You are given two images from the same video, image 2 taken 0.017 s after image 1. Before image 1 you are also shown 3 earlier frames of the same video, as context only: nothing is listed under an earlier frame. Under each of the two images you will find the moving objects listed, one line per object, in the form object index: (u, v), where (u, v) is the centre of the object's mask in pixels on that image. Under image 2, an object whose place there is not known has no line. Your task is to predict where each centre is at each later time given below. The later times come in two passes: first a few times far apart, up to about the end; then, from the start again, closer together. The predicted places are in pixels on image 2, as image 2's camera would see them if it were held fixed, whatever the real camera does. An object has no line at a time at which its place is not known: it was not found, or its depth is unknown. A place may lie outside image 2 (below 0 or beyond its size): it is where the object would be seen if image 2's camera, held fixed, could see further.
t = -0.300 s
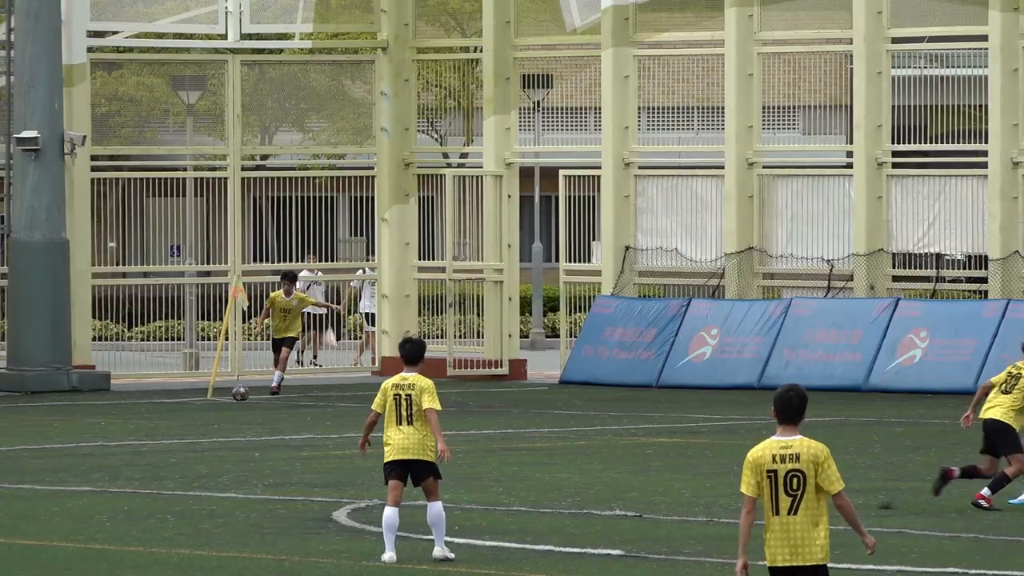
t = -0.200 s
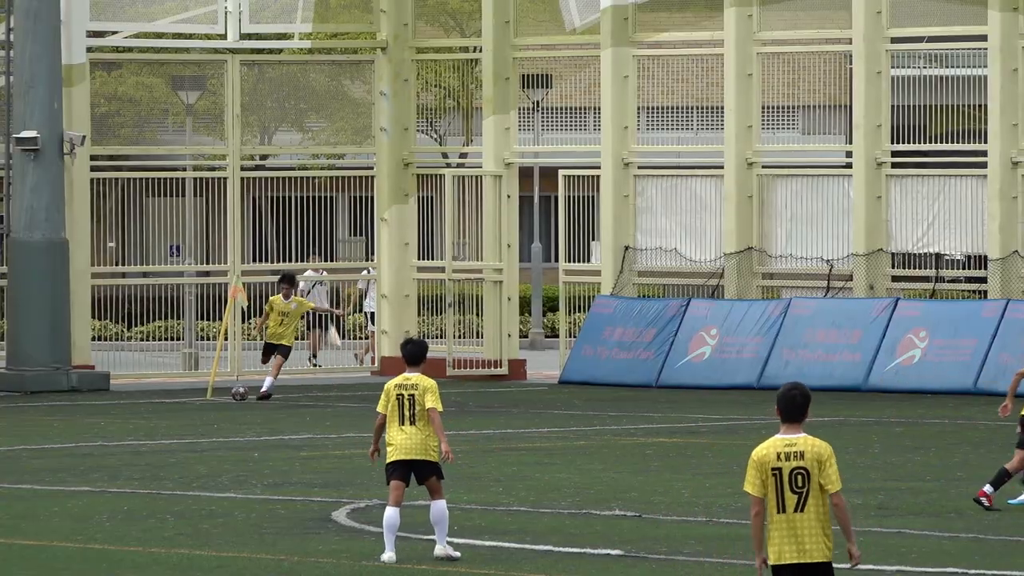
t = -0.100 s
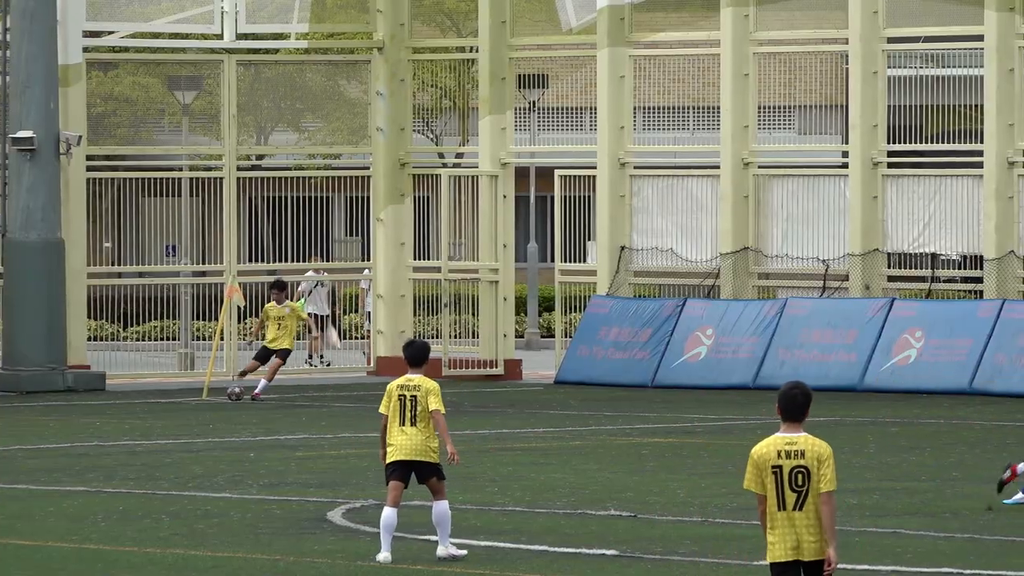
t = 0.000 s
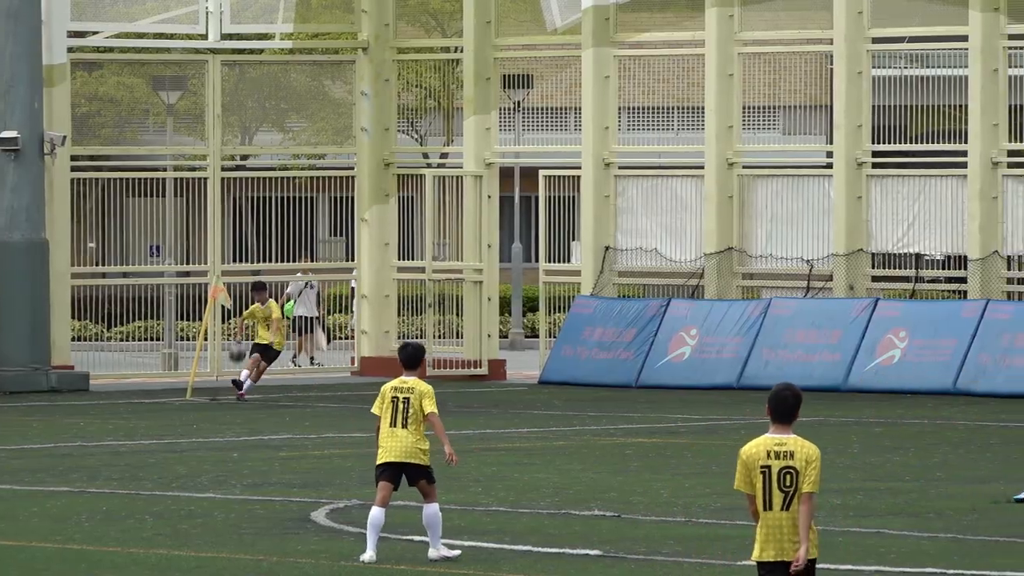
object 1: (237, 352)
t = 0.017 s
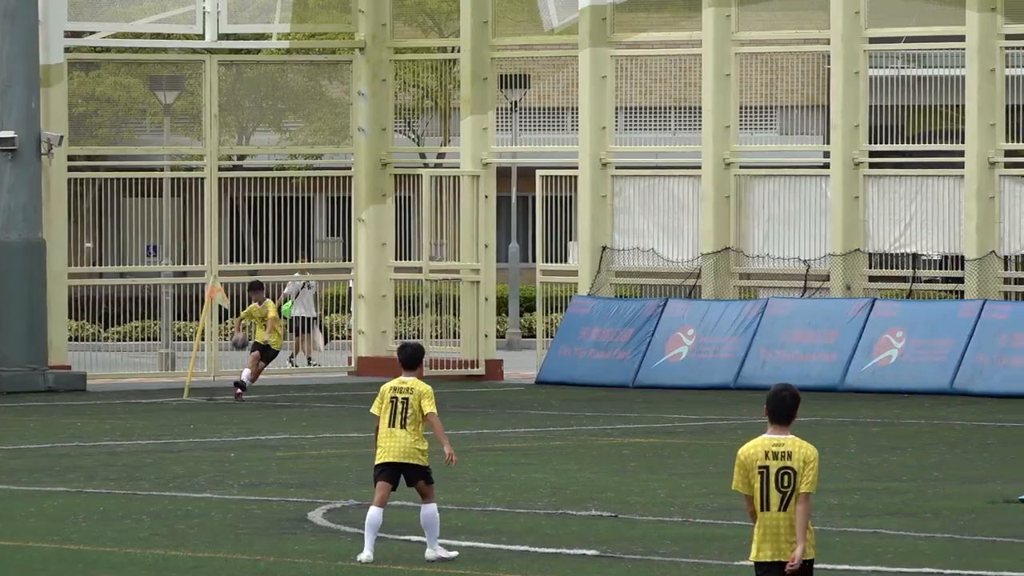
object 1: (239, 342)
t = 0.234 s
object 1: (324, 190)
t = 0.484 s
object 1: (443, 33)
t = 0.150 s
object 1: (290, 247)
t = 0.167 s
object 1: (297, 236)
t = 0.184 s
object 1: (303, 224)
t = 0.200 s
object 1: (310, 213)
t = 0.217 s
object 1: (318, 202)
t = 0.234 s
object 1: (324, 190)
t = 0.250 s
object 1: (332, 179)
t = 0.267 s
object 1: (340, 168)
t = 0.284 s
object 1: (347, 157)
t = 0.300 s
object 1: (355, 147)
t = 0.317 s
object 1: (362, 136)
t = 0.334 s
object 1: (370, 125)
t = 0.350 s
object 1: (378, 114)
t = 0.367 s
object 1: (386, 103)
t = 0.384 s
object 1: (394, 93)
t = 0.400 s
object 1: (402, 83)
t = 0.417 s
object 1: (410, 73)
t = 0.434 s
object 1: (418, 63)
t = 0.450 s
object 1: (426, 53)
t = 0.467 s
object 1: (434, 42)
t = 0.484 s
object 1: (443, 33)
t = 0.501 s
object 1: (452, 24)
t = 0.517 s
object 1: (461, 14)
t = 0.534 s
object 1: (470, 6)
